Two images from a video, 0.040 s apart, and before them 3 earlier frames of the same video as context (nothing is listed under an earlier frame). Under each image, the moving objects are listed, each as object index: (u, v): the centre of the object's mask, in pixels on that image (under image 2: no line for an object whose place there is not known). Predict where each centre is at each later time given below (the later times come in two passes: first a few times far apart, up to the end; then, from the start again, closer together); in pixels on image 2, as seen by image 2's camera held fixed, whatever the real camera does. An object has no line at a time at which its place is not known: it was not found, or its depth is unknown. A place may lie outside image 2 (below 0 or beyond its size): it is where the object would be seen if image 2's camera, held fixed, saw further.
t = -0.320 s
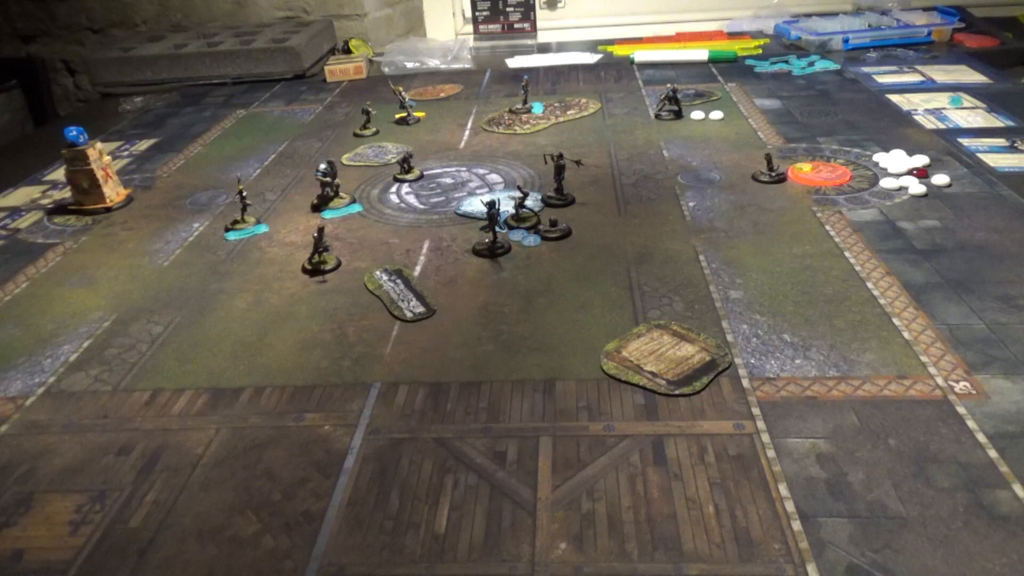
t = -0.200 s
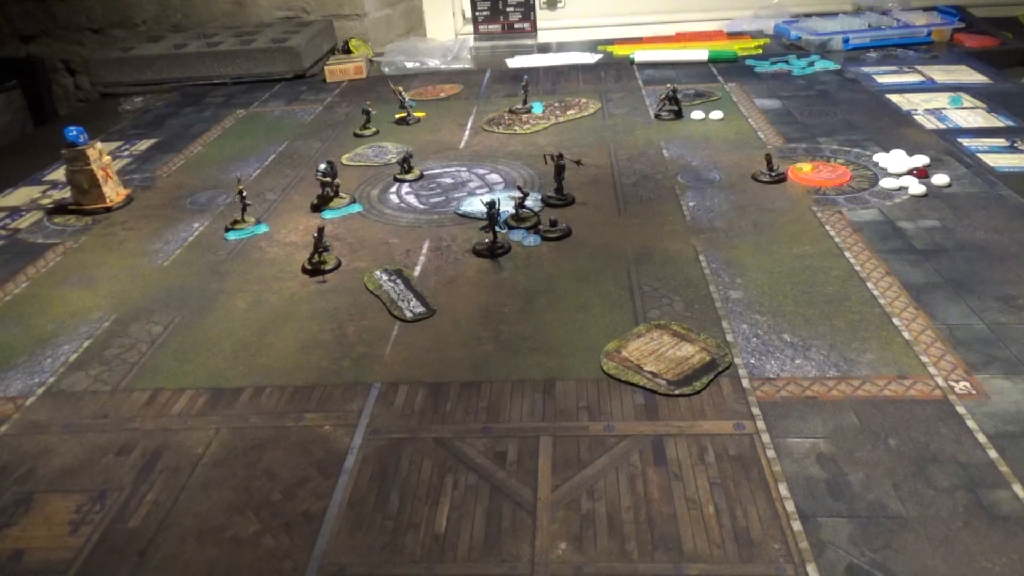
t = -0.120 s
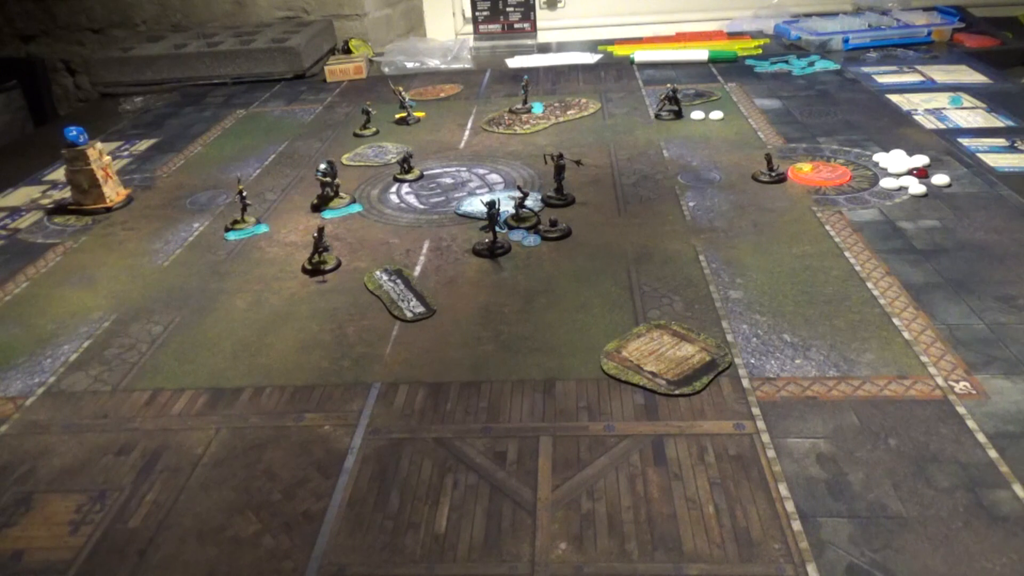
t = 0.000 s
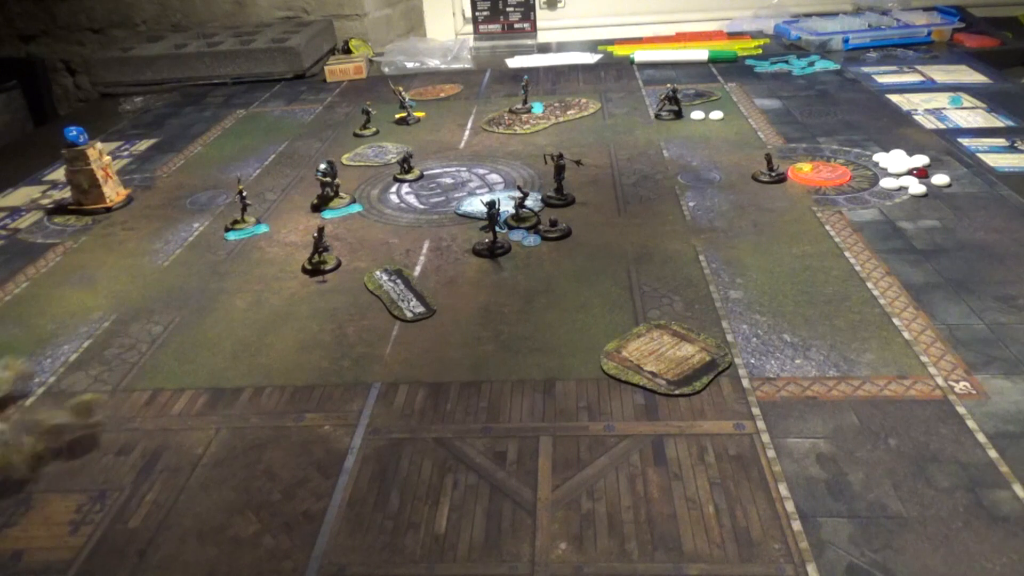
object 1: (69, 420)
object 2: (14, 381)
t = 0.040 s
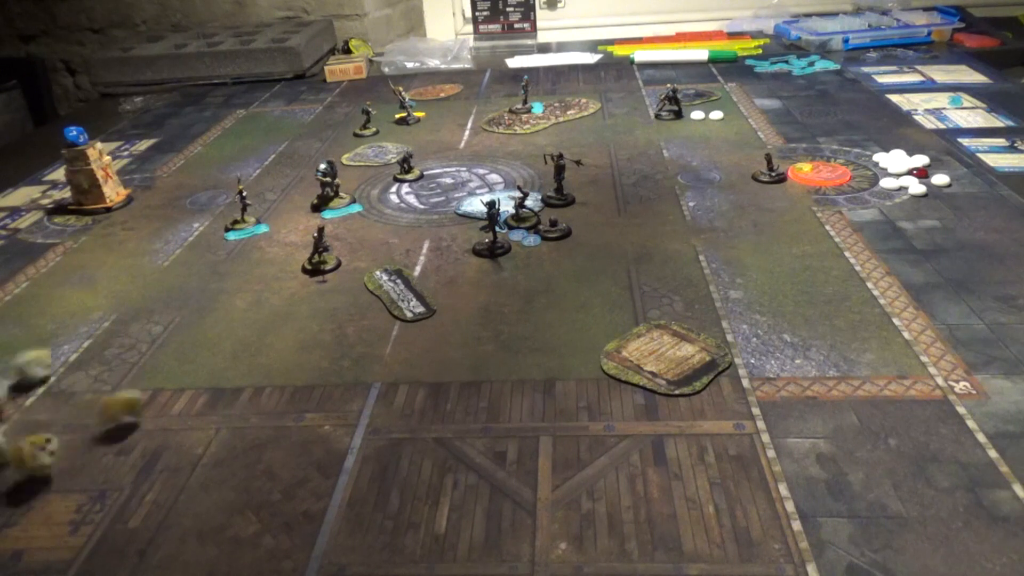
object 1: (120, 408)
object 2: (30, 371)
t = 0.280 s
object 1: (272, 389)
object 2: (68, 319)
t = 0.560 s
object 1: (284, 386)
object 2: (49, 323)
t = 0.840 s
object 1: (284, 386)
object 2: (49, 323)
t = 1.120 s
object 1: (285, 386)
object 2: (49, 323)
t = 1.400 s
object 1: (284, 386)
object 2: (49, 323)
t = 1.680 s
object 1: (284, 386)
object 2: (49, 323)
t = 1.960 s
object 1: (284, 386)
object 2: (49, 323)
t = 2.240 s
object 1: (284, 386)
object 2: (49, 323)
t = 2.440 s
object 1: (284, 386)
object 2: (49, 323)
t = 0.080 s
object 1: (152, 398)
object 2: (50, 345)
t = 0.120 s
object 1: (193, 391)
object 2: (67, 336)
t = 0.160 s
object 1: (222, 383)
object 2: (75, 328)
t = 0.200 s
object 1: (248, 387)
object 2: (78, 323)
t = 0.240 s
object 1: (260, 389)
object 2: (71, 319)
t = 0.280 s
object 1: (272, 389)
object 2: (68, 319)
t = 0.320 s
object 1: (282, 388)
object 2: (57, 321)
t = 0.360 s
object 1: (285, 386)
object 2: (50, 323)
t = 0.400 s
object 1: (285, 386)
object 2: (49, 323)
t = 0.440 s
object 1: (284, 386)
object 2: (49, 323)
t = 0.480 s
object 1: (284, 386)
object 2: (49, 323)
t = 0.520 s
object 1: (284, 386)
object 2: (49, 323)
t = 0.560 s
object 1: (284, 386)
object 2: (49, 323)
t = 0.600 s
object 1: (284, 386)
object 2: (49, 323)
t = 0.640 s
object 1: (284, 386)
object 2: (49, 323)
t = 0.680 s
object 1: (285, 386)
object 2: (49, 323)
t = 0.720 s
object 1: (284, 386)
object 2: (49, 323)
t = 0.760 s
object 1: (285, 385)
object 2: (49, 323)
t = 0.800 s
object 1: (284, 386)
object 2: (49, 323)
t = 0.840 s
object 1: (284, 386)
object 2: (49, 323)
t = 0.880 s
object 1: (284, 386)
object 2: (49, 323)
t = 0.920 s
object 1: (284, 386)
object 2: (49, 323)
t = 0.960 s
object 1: (285, 386)
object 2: (49, 323)
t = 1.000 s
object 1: (285, 386)
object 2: (49, 323)
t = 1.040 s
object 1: (285, 386)
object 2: (49, 323)
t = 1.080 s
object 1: (284, 386)
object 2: (49, 323)
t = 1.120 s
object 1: (285, 386)
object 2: (49, 323)
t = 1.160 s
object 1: (285, 386)
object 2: (49, 323)
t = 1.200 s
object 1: (284, 386)
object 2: (49, 323)
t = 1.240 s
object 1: (284, 386)
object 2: (49, 323)
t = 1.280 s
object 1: (284, 386)
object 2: (49, 323)
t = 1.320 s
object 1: (284, 386)
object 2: (49, 323)
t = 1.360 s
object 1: (284, 386)
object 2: (49, 323)
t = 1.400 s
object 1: (284, 386)
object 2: (49, 323)
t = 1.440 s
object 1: (284, 386)
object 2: (49, 323)
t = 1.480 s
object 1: (284, 386)
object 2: (49, 323)
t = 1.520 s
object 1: (284, 386)
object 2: (49, 323)
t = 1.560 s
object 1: (284, 386)
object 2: (49, 323)
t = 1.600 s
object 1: (284, 386)
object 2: (49, 323)
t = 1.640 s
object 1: (284, 386)
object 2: (49, 323)
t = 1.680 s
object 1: (284, 386)
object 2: (49, 323)
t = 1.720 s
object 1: (284, 386)
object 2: (49, 323)
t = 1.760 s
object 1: (284, 386)
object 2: (49, 323)
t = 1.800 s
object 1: (284, 386)
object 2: (49, 323)
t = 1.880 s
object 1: (284, 386)
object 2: (49, 323)
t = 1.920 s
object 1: (284, 386)
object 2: (49, 323)
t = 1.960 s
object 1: (284, 386)
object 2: (49, 323)
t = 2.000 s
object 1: (284, 386)
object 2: (49, 323)
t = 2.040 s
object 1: (284, 386)
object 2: (49, 323)
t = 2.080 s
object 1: (284, 386)
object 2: (49, 323)
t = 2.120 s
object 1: (284, 386)
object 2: (49, 323)
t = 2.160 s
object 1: (284, 386)
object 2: (49, 323)
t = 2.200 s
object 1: (284, 386)
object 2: (49, 323)
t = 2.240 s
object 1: (284, 386)
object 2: (49, 323)
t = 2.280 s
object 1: (284, 386)
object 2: (49, 323)
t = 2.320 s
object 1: (284, 386)
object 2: (49, 323)
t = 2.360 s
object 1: (284, 386)
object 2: (49, 323)
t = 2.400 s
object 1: (284, 386)
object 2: (49, 323)
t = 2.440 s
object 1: (284, 386)
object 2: (49, 323)
